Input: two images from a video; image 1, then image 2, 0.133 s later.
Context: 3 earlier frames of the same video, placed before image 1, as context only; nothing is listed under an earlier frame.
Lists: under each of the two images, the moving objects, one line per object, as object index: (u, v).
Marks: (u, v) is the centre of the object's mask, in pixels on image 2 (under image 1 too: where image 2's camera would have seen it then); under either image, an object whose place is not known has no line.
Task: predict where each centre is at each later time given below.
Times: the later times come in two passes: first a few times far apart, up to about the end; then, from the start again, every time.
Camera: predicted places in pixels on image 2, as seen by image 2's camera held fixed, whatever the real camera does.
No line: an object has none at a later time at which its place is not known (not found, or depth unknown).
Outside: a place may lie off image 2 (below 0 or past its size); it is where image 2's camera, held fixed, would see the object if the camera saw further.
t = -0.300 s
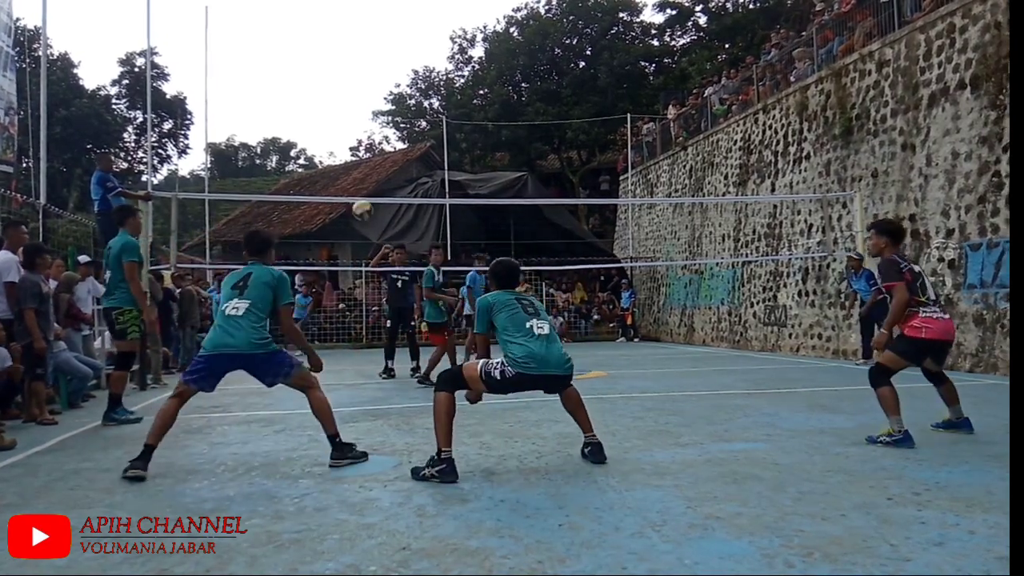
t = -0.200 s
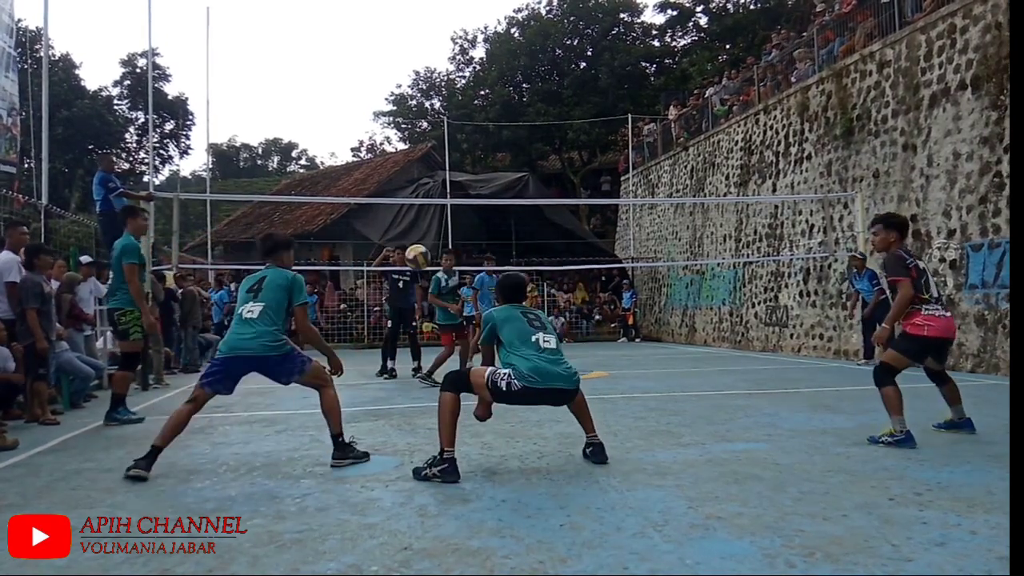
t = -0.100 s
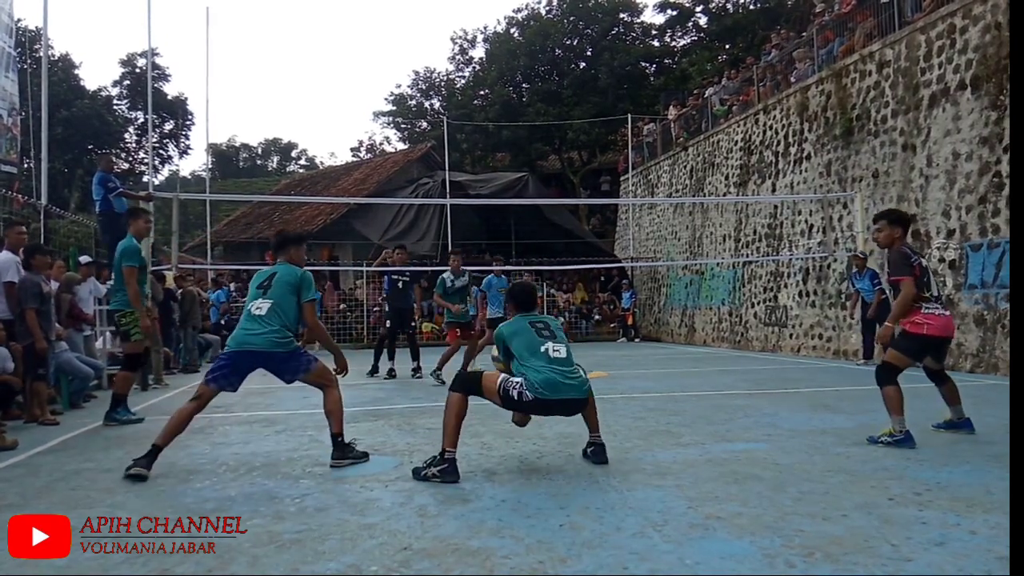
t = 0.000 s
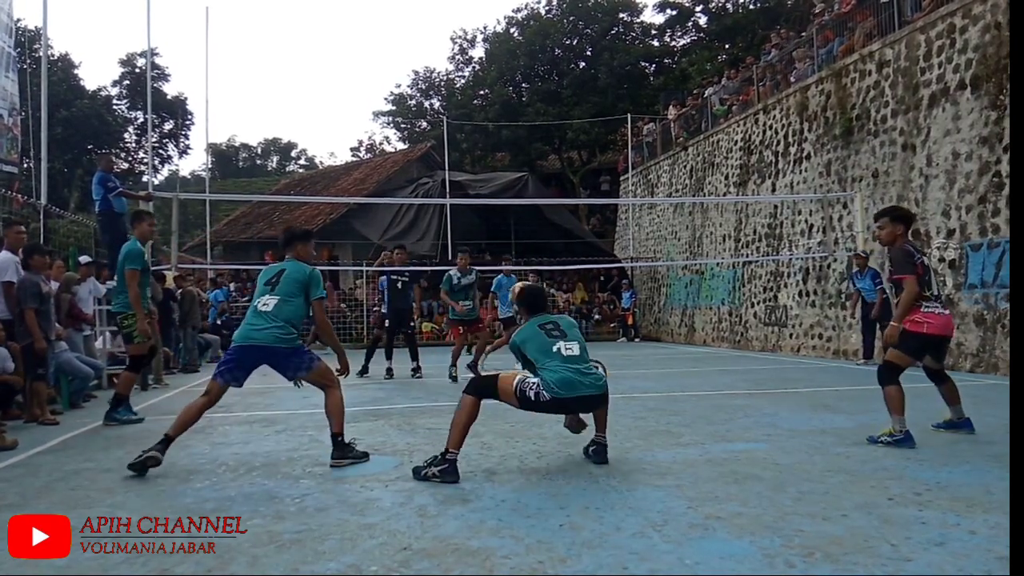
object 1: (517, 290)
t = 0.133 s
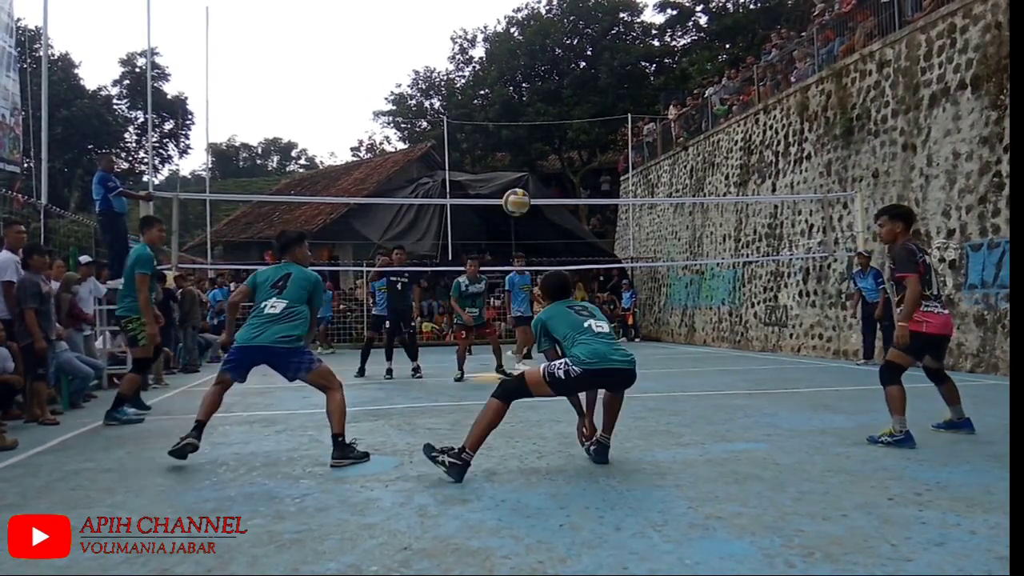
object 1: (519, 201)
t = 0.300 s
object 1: (510, 137)
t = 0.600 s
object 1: (498, 119)
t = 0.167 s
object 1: (515, 184)
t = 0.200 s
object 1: (513, 168)
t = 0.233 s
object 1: (512, 157)
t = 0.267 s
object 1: (511, 146)
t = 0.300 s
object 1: (510, 137)
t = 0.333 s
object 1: (509, 131)
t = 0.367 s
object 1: (507, 125)
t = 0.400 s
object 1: (506, 121)
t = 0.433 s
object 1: (504, 118)
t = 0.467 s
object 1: (503, 116)
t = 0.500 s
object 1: (502, 116)
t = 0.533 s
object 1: (500, 116)
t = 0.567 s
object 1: (499, 117)
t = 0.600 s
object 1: (498, 119)
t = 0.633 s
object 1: (497, 123)
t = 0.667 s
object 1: (496, 126)
